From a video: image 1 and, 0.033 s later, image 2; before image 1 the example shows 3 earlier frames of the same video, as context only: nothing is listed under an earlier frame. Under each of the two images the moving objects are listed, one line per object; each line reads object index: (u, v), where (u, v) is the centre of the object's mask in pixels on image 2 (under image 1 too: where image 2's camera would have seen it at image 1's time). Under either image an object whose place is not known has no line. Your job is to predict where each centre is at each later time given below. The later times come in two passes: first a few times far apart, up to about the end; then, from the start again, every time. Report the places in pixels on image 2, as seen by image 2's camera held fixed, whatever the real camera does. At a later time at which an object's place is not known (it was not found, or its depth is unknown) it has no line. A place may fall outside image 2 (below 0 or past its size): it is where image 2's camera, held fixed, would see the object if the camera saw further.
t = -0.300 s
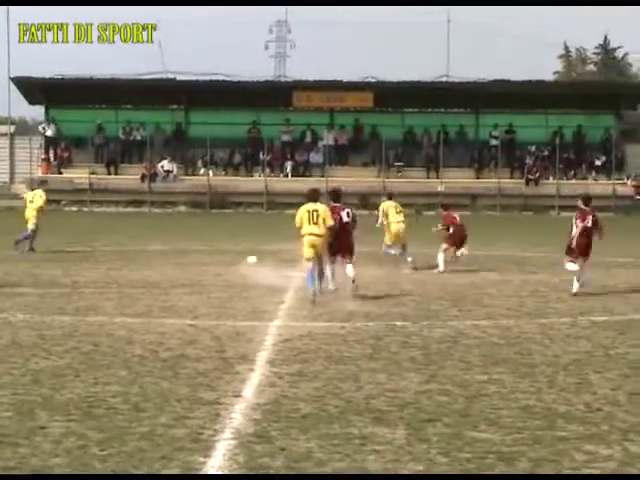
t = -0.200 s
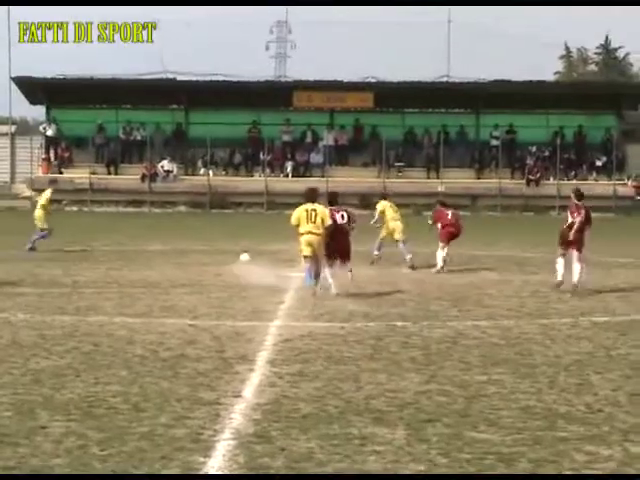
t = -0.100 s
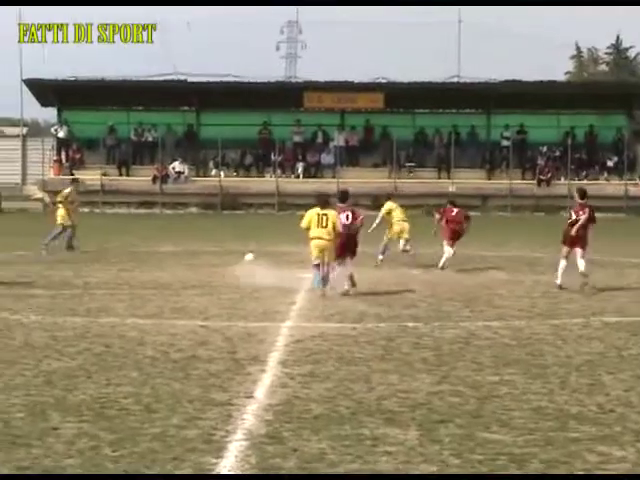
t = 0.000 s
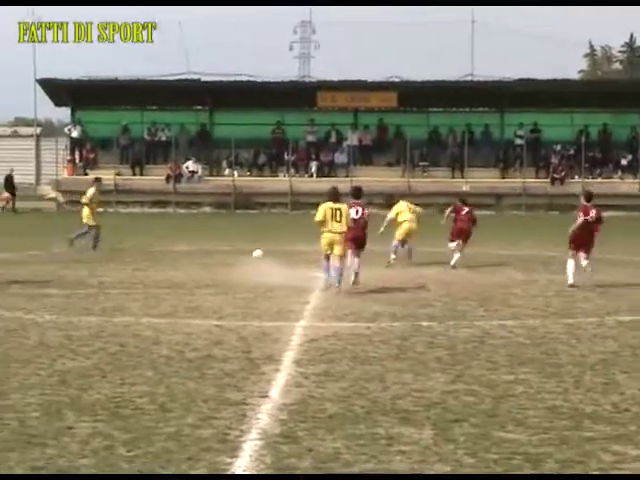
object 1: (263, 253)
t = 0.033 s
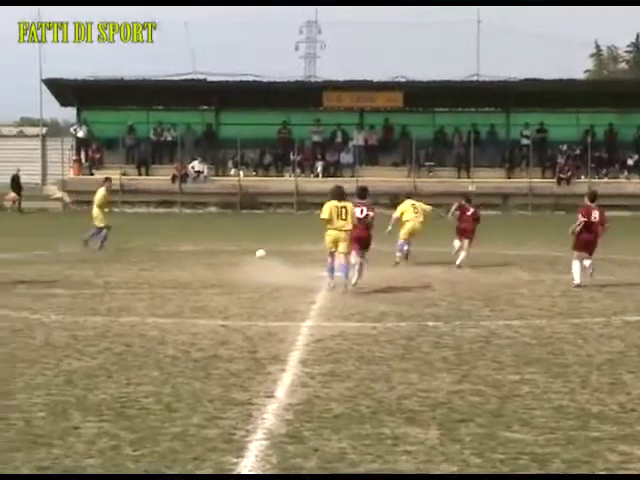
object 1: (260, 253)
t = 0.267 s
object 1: (250, 248)
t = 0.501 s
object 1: (237, 245)
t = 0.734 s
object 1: (226, 241)
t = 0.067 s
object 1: (259, 253)
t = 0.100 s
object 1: (257, 252)
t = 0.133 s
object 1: (255, 252)
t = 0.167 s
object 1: (254, 251)
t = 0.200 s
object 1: (252, 249)
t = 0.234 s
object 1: (250, 248)
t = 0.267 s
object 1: (250, 248)
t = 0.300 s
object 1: (247, 248)
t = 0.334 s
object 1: (245, 248)
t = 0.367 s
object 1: (244, 247)
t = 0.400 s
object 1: (242, 245)
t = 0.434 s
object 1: (240, 244)
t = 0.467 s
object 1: (239, 245)
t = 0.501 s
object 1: (237, 245)
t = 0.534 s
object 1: (235, 245)
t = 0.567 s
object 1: (234, 244)
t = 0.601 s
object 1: (233, 243)
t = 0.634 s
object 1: (231, 242)
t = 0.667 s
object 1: (230, 242)
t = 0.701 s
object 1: (228, 242)
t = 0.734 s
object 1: (226, 241)
